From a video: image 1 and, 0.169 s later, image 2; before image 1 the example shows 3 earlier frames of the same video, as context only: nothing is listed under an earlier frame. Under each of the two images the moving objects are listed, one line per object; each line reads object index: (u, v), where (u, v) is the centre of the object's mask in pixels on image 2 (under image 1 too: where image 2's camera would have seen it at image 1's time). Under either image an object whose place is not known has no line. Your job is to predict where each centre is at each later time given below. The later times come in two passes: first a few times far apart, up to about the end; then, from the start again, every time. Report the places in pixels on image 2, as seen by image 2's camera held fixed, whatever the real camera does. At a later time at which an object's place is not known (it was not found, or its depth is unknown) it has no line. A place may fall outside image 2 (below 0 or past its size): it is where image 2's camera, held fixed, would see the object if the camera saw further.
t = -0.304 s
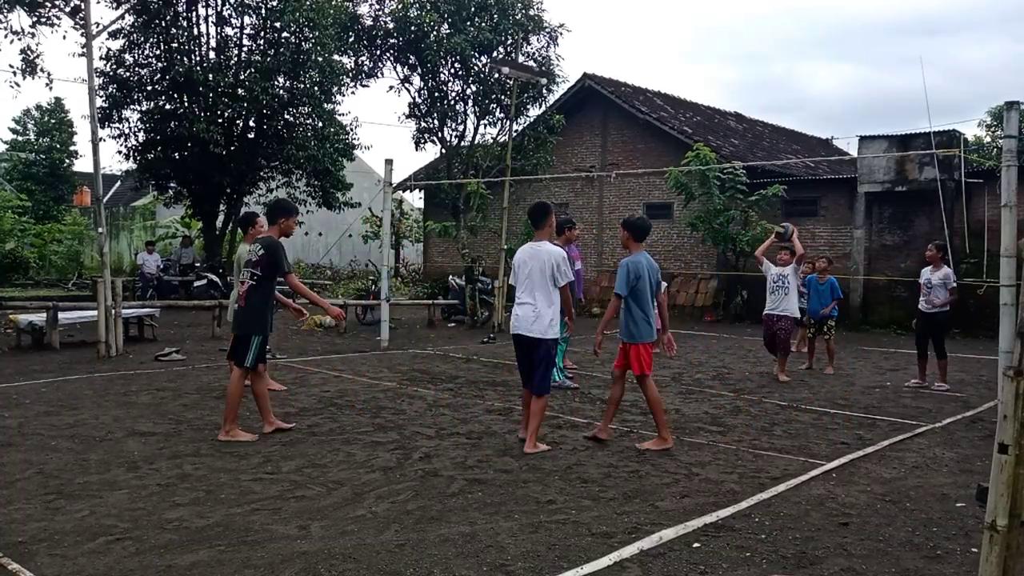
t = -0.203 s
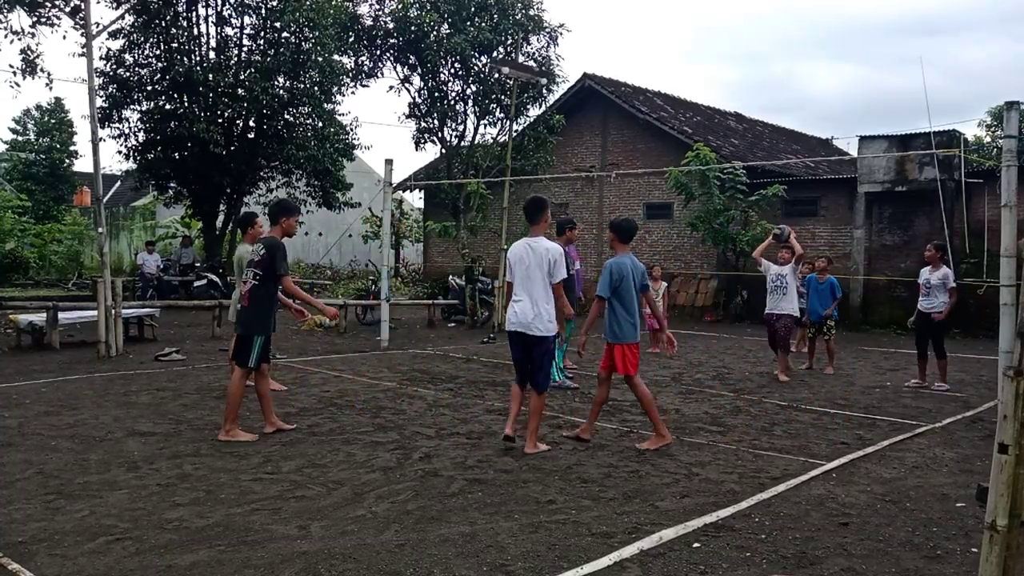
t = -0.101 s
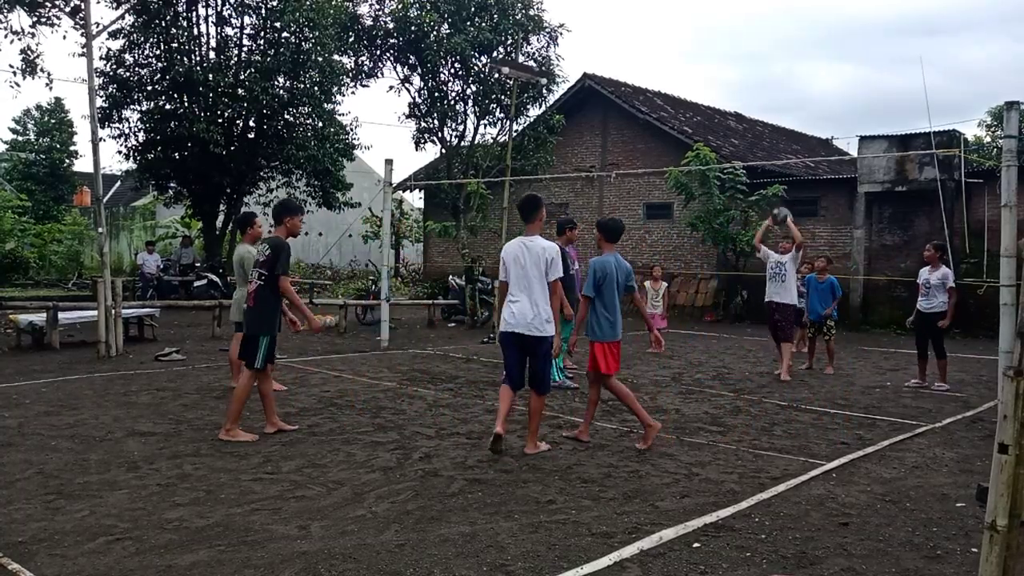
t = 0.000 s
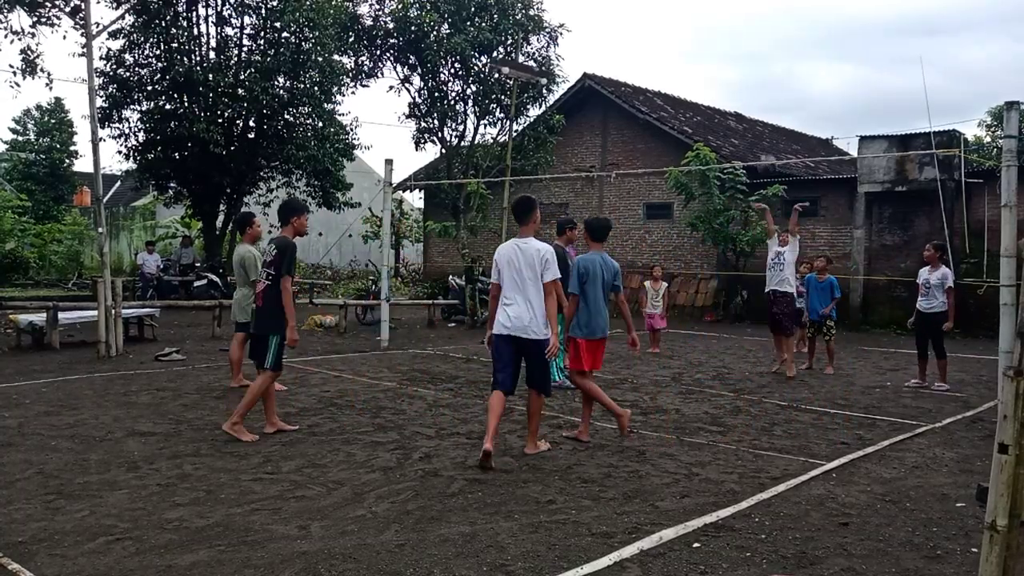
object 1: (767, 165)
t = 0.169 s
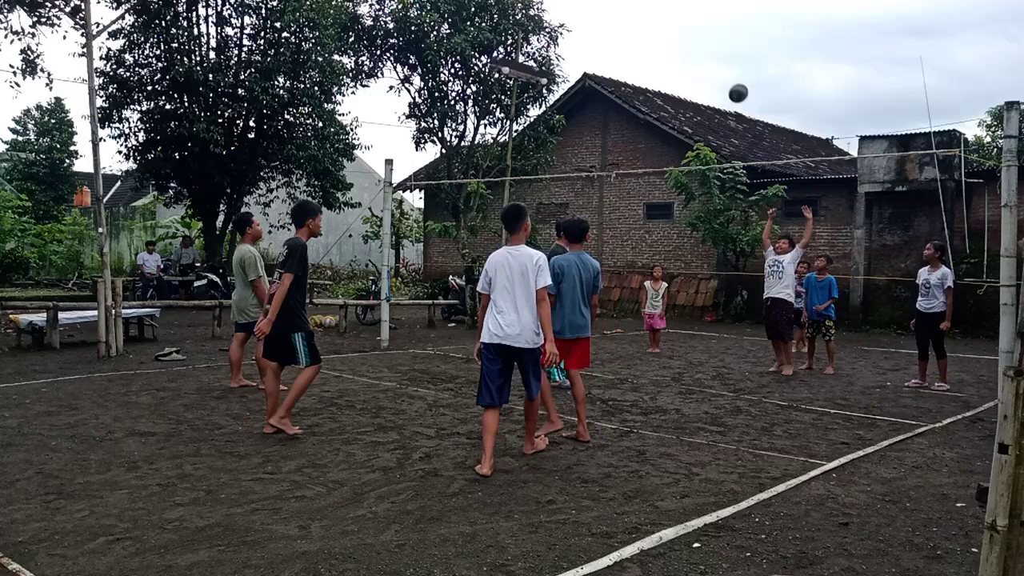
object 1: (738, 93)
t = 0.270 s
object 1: (719, 62)
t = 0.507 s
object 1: (673, 26)
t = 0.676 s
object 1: (638, 34)
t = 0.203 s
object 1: (732, 82)
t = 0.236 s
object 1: (726, 72)
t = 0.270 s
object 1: (719, 62)
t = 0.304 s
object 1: (713, 54)
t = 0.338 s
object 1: (706, 47)
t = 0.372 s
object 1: (700, 41)
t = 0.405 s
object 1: (693, 35)
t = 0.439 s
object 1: (687, 31)
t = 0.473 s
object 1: (680, 28)
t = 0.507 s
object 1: (673, 26)
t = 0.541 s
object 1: (666, 26)
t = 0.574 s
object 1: (659, 26)
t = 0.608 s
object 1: (652, 28)
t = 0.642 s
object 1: (645, 30)
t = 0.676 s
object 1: (638, 34)
